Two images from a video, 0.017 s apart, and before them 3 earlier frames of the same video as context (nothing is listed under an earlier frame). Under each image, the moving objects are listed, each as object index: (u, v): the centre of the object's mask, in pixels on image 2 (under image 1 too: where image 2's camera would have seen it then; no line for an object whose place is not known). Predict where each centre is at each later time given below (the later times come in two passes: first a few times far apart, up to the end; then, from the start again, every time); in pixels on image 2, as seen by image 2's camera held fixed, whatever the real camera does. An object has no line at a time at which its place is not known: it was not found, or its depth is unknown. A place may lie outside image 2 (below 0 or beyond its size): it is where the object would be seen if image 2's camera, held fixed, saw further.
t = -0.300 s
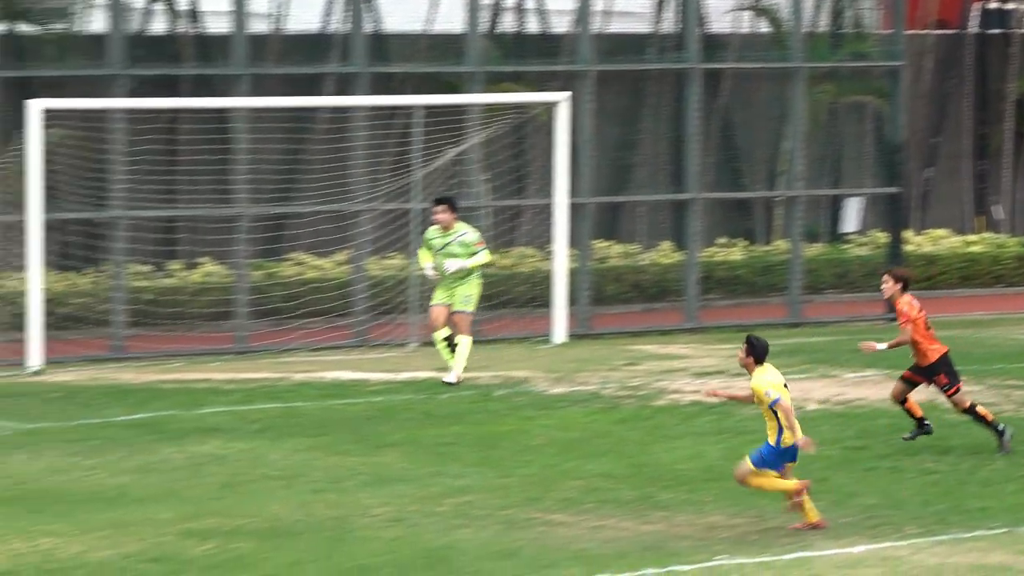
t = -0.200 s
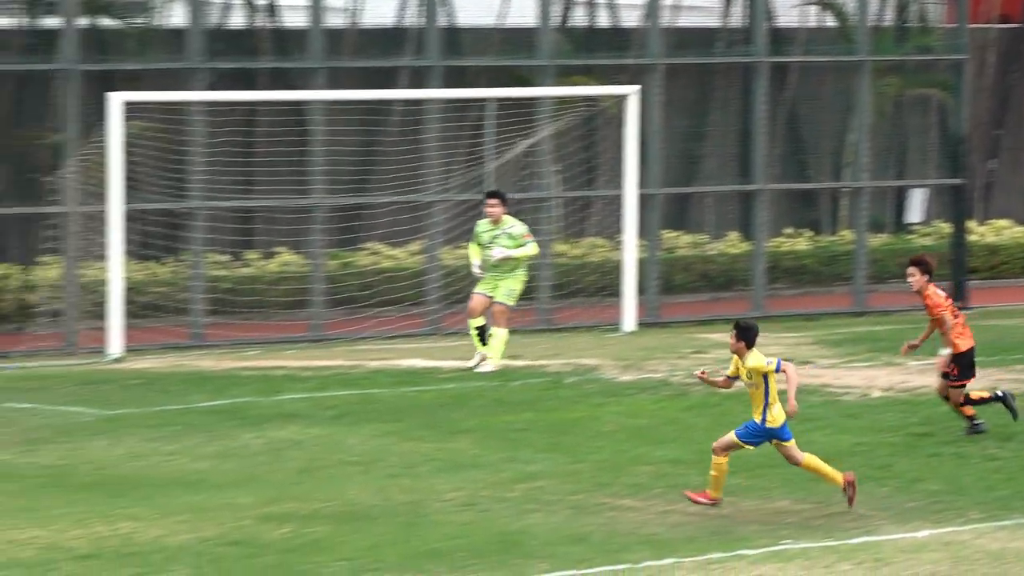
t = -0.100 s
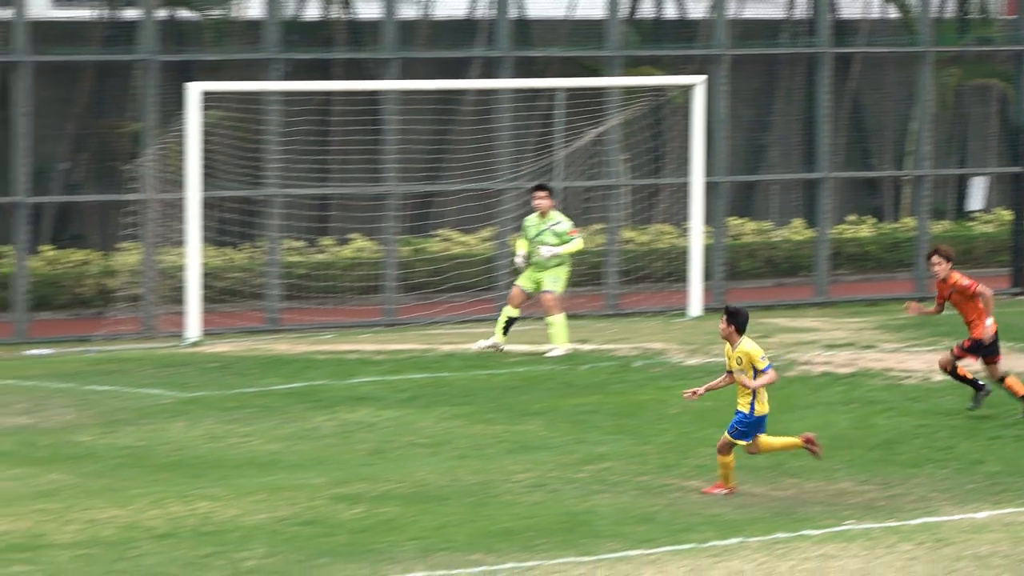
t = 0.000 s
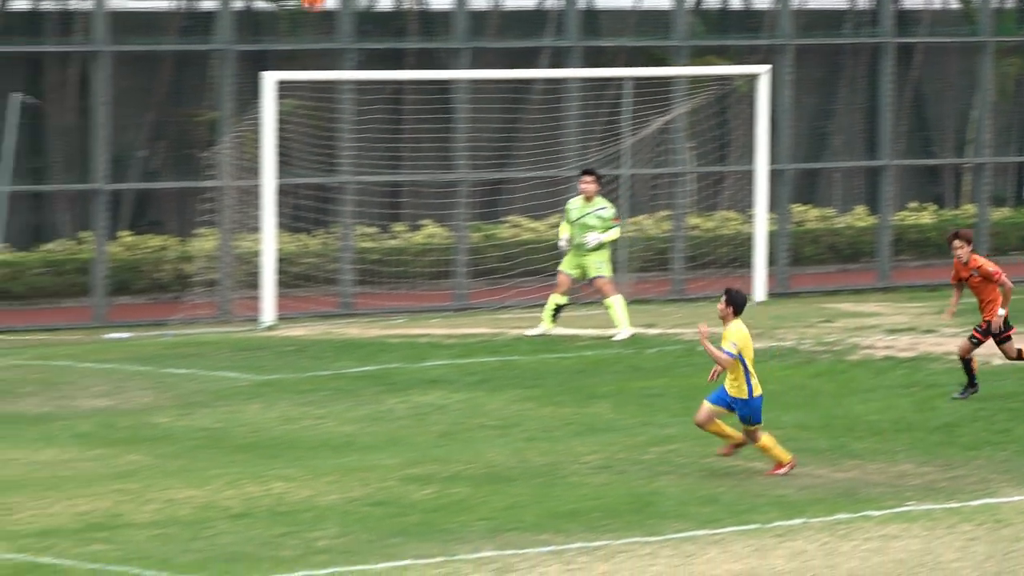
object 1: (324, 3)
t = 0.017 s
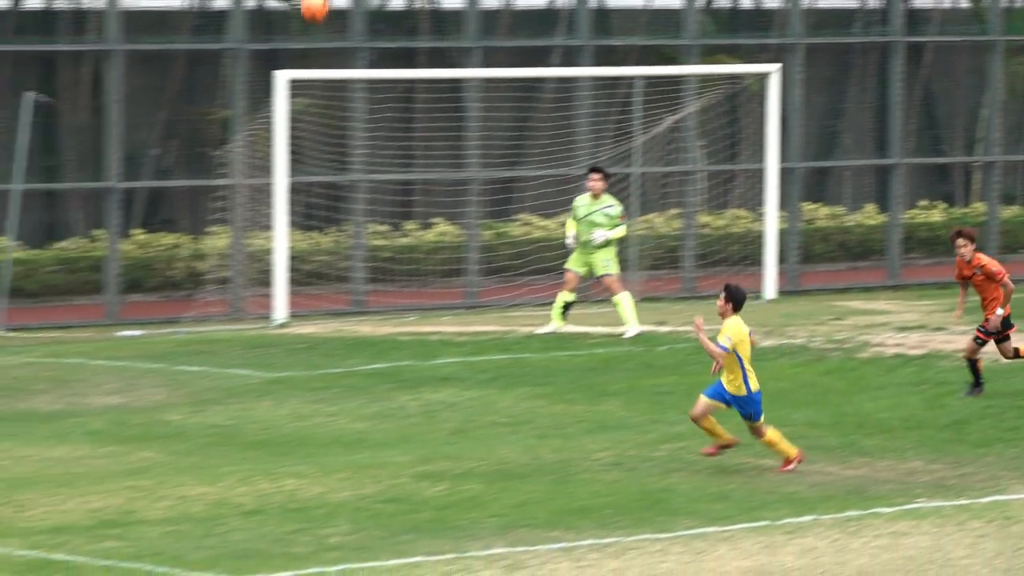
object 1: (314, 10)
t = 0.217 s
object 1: (178, 198)
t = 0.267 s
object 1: (143, 253)
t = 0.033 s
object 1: (303, 19)
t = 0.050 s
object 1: (292, 33)
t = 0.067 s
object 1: (280, 49)
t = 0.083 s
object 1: (268, 62)
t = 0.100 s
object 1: (258, 79)
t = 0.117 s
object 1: (246, 94)
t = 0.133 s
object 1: (235, 110)
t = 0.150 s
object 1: (223, 126)
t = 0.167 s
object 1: (212, 144)
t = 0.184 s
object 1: (201, 161)
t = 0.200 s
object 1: (190, 179)
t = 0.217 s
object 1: (178, 198)
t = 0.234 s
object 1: (167, 214)
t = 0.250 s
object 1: (155, 233)
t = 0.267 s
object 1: (143, 253)
